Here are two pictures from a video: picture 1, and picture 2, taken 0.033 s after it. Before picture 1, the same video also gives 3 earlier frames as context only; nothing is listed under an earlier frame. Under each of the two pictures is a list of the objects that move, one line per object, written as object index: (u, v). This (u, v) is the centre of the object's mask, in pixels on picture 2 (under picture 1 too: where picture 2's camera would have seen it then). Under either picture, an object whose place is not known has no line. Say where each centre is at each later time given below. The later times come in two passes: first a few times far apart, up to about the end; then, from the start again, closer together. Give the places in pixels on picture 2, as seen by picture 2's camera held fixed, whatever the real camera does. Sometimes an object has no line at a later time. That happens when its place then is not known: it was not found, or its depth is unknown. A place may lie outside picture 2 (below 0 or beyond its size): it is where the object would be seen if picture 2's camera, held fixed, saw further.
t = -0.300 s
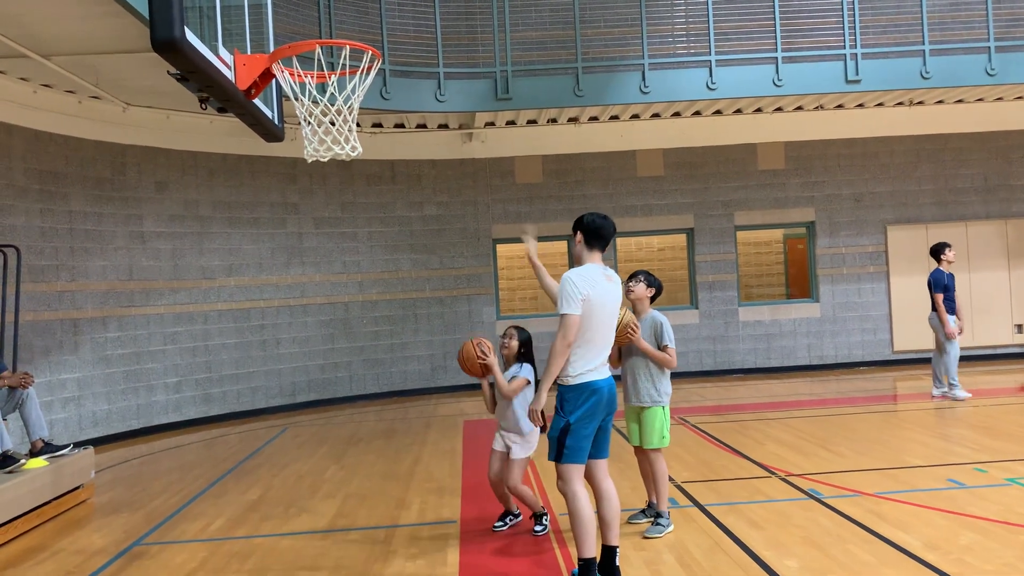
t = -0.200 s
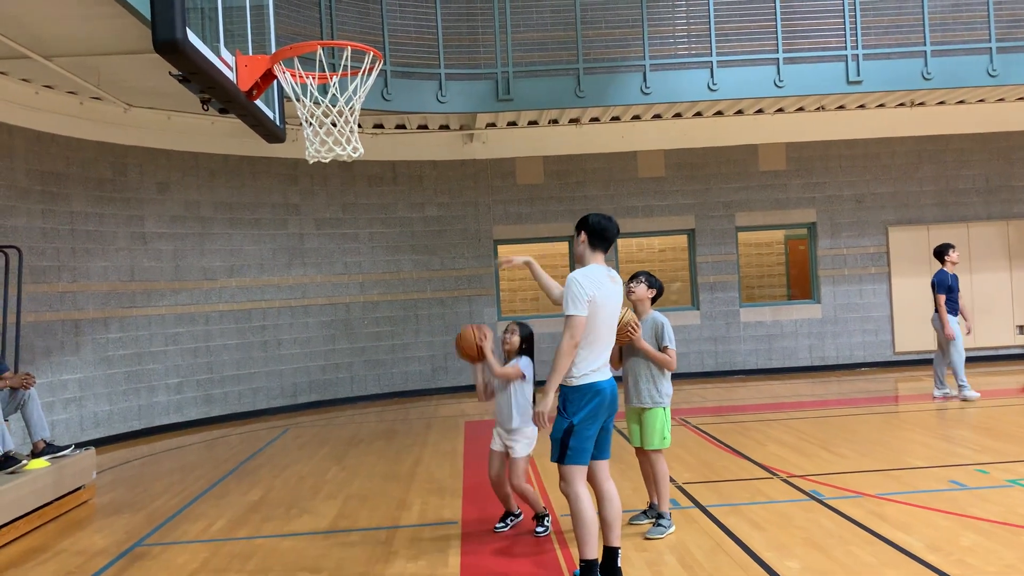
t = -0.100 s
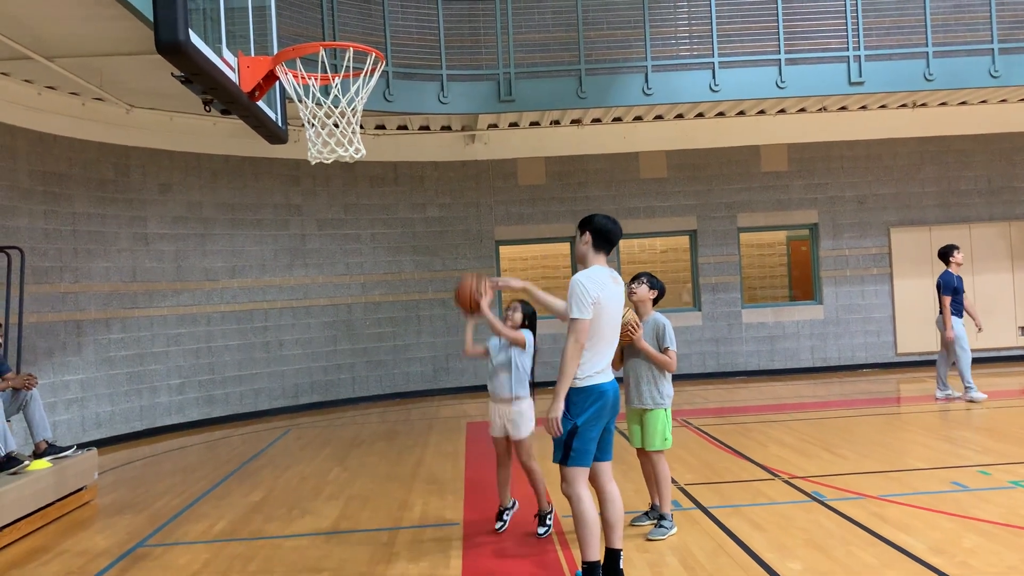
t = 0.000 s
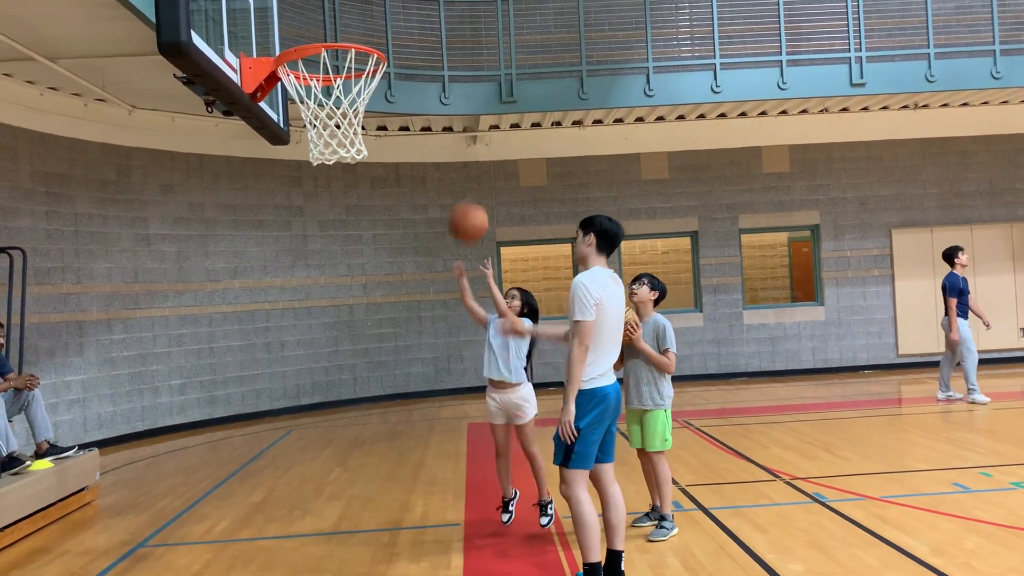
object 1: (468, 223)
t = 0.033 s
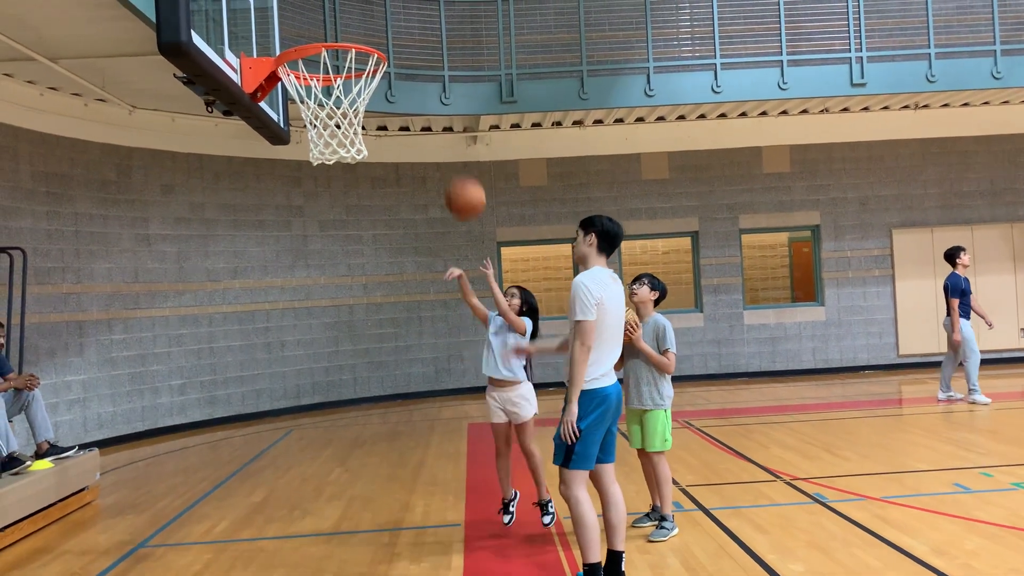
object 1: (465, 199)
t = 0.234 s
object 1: (447, 83)
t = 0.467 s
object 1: (428, 24)
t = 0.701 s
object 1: (411, 69)
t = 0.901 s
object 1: (412, 209)
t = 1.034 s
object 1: (415, 367)
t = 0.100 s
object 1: (458, 156)
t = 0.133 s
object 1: (456, 135)
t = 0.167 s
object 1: (453, 115)
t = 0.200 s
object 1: (450, 99)
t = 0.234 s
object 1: (447, 83)
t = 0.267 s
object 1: (444, 70)
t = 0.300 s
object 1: (441, 58)
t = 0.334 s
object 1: (438, 47)
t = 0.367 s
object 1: (435, 39)
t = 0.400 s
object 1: (433, 32)
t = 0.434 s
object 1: (430, 27)
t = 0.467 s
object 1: (428, 24)
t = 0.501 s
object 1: (425, 24)
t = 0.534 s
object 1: (422, 25)
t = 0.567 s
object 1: (420, 29)
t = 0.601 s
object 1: (418, 35)
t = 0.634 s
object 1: (415, 44)
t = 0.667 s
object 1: (413, 56)
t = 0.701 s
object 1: (411, 69)
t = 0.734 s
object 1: (411, 85)
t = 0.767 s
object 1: (411, 103)
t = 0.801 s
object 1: (412, 125)
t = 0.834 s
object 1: (411, 153)
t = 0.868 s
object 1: (412, 180)
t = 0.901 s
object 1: (412, 209)
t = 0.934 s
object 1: (413, 244)
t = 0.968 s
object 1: (413, 281)
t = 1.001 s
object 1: (415, 322)
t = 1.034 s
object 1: (415, 367)
